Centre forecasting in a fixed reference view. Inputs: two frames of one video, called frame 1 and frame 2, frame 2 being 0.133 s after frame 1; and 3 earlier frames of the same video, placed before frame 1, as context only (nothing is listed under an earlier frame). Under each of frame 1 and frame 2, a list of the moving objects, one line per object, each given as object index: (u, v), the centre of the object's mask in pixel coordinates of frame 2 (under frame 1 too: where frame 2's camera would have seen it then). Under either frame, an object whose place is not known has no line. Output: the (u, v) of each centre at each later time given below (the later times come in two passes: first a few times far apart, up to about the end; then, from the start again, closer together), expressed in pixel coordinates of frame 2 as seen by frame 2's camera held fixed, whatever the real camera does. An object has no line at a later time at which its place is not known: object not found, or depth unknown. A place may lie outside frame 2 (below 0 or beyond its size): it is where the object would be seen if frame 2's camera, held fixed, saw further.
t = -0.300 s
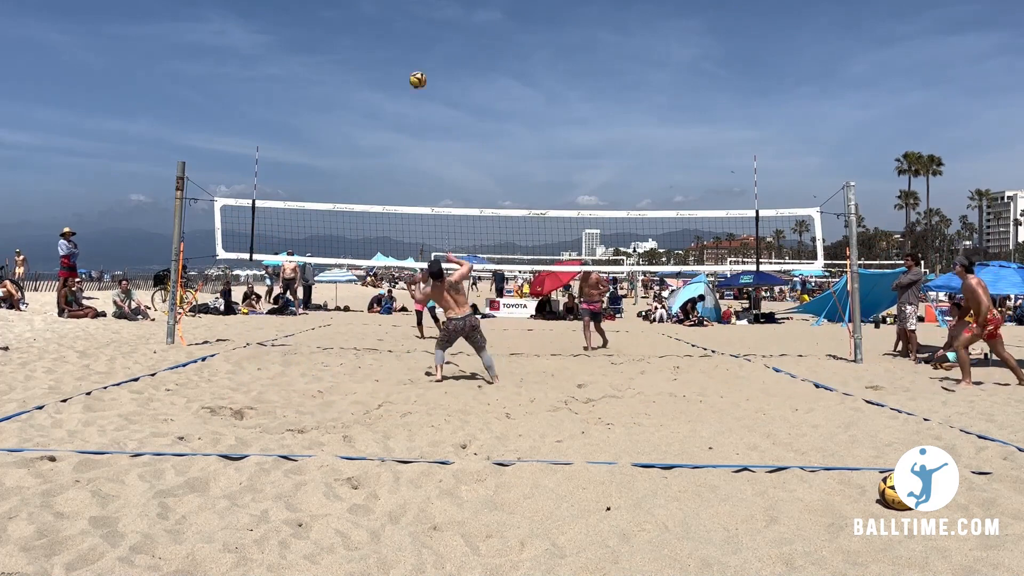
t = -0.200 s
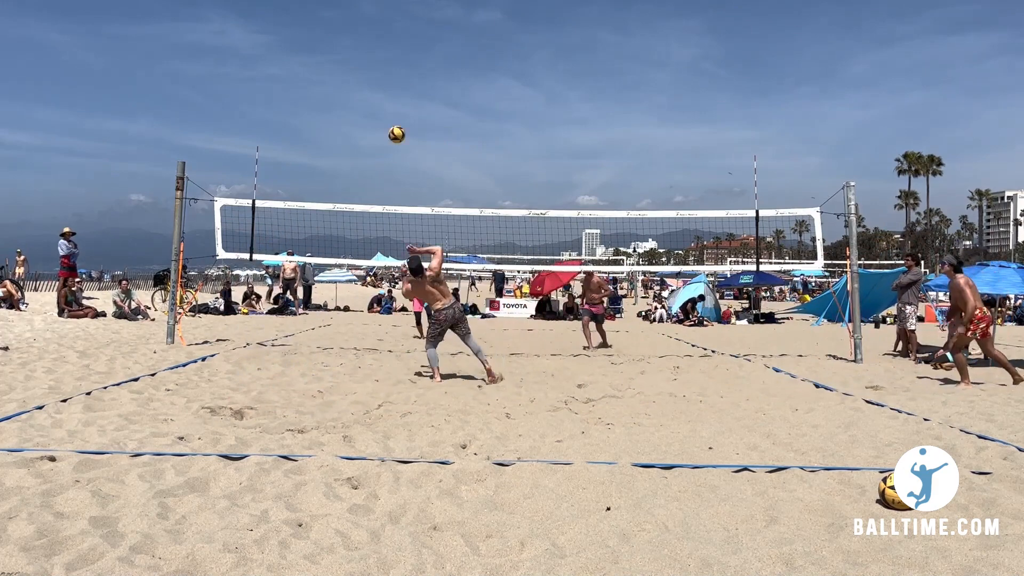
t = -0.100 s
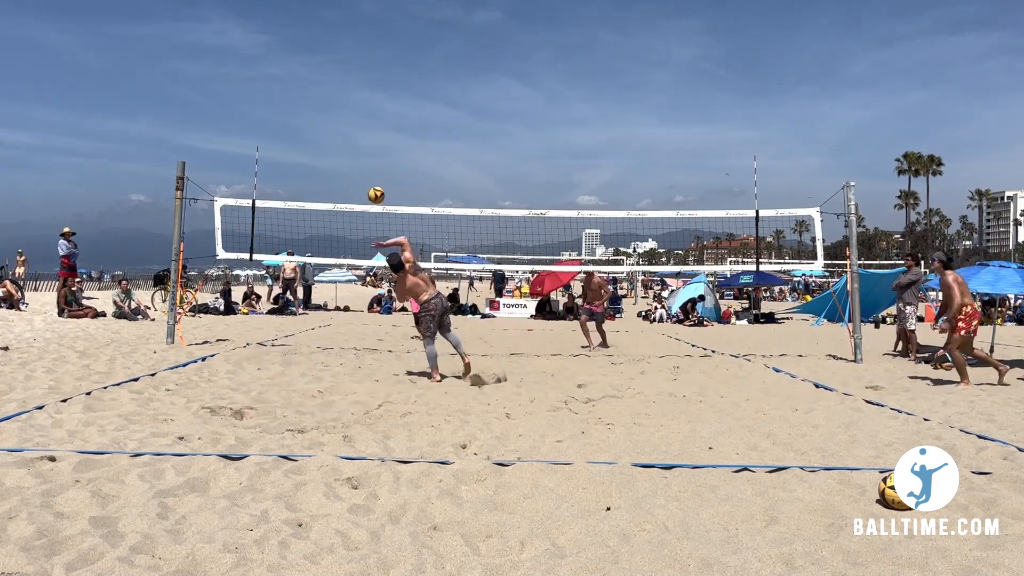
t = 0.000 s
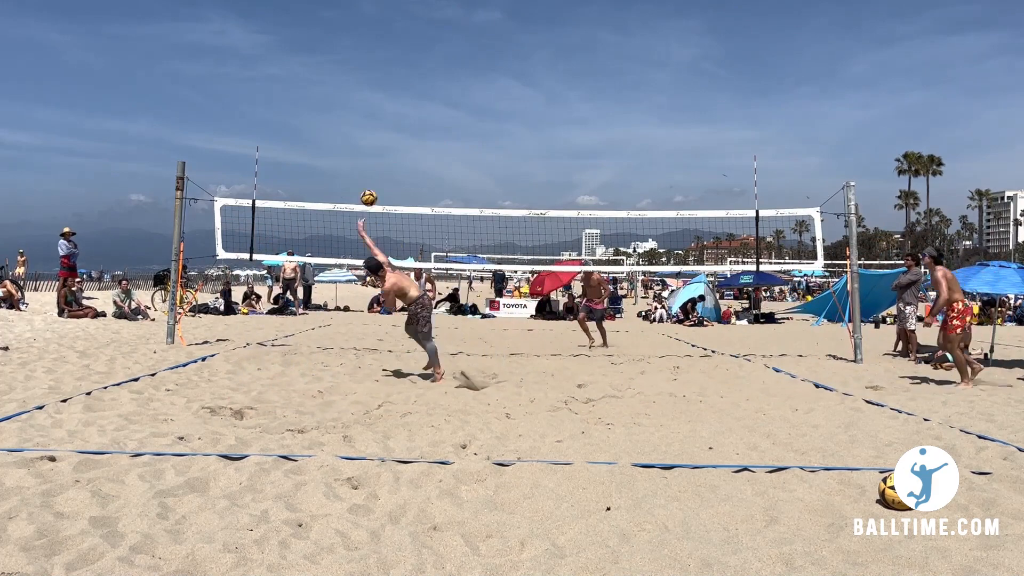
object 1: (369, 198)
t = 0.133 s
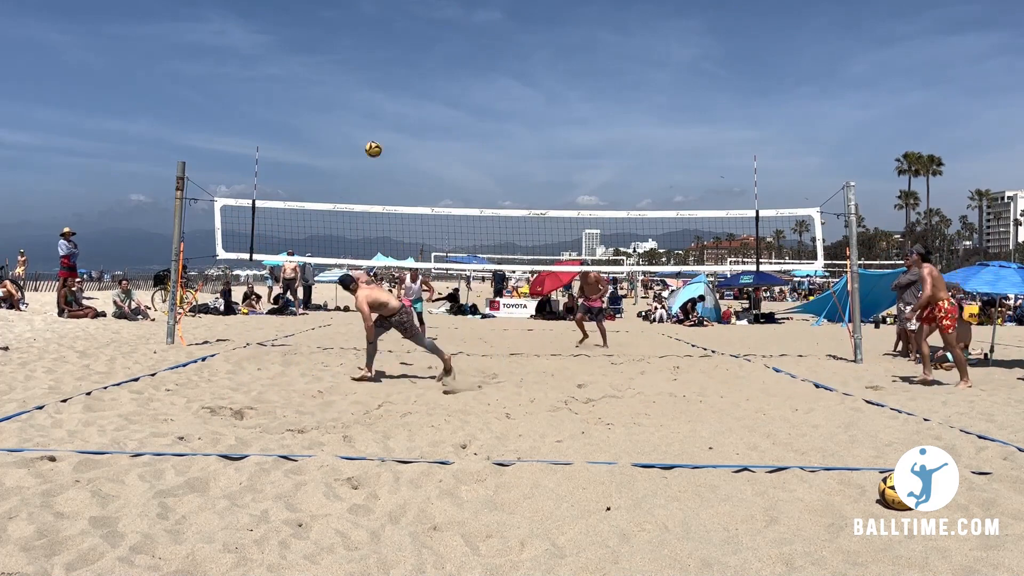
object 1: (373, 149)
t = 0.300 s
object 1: (380, 110)
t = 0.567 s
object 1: (391, 90)
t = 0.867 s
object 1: (405, 127)
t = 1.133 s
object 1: (416, 204)
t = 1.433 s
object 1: (426, 333)
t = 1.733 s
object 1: (429, 308)
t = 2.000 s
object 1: (432, 300)
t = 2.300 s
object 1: (435, 341)
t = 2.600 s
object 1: (450, 348)
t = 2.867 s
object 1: (464, 347)
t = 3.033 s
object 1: (468, 348)
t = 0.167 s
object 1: (375, 140)
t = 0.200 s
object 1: (376, 131)
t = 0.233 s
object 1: (377, 123)
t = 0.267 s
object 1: (378, 116)
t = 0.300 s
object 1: (380, 110)
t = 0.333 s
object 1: (381, 104)
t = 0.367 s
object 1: (383, 100)
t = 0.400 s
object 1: (384, 96)
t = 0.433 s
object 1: (386, 94)
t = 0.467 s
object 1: (387, 91)
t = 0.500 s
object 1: (388, 90)
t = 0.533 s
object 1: (390, 90)
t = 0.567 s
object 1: (391, 90)
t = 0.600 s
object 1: (393, 91)
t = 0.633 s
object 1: (395, 93)
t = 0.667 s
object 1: (396, 96)
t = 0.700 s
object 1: (397, 99)
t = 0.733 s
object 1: (399, 103)
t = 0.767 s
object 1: (400, 108)
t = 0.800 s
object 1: (402, 114)
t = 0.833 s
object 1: (404, 120)
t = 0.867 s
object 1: (405, 127)
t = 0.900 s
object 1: (407, 134)
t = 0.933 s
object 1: (408, 143)
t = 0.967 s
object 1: (410, 151)
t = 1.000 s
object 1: (411, 161)
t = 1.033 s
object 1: (412, 171)
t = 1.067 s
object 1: (414, 181)
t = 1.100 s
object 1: (415, 192)
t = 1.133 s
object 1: (416, 204)
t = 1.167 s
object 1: (418, 216)
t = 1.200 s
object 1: (419, 229)
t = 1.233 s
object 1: (420, 242)
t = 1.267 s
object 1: (421, 256)
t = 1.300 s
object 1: (422, 271)
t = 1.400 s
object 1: (425, 317)
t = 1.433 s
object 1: (426, 333)
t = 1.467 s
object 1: (427, 351)
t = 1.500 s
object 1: (428, 352)
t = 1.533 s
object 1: (428, 343)
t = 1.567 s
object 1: (429, 335)
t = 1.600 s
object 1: (429, 329)
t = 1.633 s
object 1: (429, 323)
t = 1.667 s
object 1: (429, 317)
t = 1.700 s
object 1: (429, 312)
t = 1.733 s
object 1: (429, 308)
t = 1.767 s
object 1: (430, 305)
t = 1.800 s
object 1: (430, 302)
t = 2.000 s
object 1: (432, 300)
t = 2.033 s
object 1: (432, 302)
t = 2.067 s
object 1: (432, 305)
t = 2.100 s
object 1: (433, 308)
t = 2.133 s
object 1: (433, 313)
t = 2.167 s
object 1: (433, 317)
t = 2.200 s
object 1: (433, 322)
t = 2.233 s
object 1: (434, 328)
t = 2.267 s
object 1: (434, 334)
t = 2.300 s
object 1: (435, 341)
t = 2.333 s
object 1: (435, 348)
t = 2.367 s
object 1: (437, 350)
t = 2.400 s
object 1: (439, 350)
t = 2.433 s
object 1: (441, 350)
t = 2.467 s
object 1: (443, 350)
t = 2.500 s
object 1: (445, 350)
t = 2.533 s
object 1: (447, 349)
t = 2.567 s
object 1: (449, 349)
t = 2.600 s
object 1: (450, 348)
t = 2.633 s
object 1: (452, 348)
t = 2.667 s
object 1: (454, 348)
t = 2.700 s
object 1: (456, 348)
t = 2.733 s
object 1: (458, 348)
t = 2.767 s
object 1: (460, 349)
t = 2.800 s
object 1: (461, 348)
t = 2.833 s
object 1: (463, 348)
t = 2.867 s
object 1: (464, 347)
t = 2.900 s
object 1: (464, 347)
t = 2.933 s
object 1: (465, 347)
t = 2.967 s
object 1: (466, 347)
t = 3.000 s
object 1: (467, 348)
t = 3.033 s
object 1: (468, 348)
